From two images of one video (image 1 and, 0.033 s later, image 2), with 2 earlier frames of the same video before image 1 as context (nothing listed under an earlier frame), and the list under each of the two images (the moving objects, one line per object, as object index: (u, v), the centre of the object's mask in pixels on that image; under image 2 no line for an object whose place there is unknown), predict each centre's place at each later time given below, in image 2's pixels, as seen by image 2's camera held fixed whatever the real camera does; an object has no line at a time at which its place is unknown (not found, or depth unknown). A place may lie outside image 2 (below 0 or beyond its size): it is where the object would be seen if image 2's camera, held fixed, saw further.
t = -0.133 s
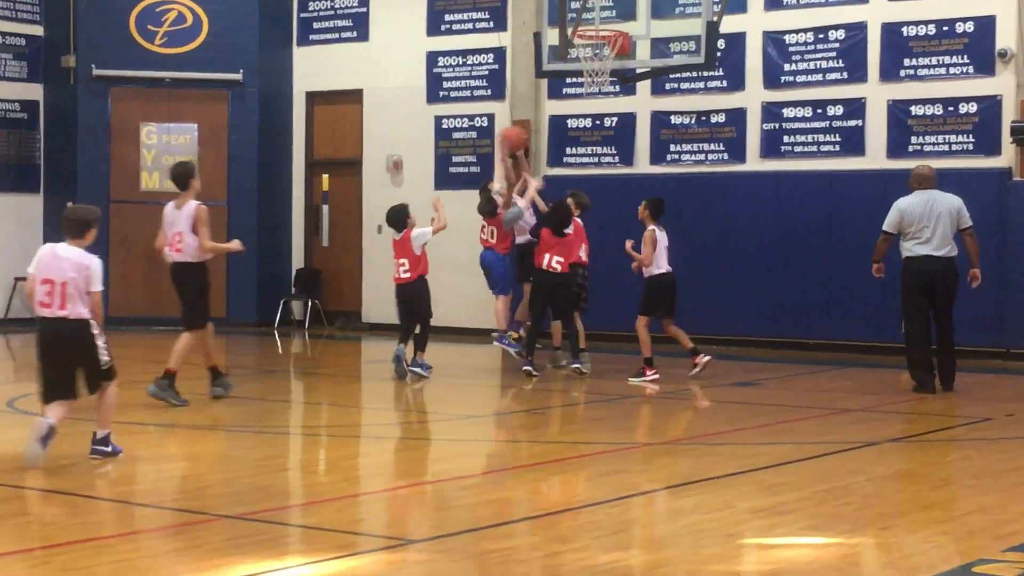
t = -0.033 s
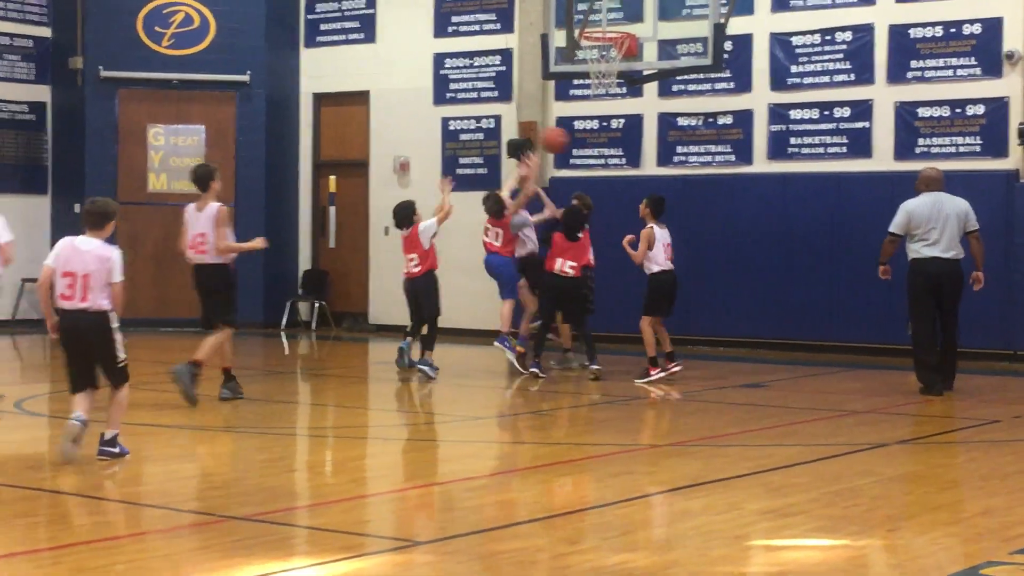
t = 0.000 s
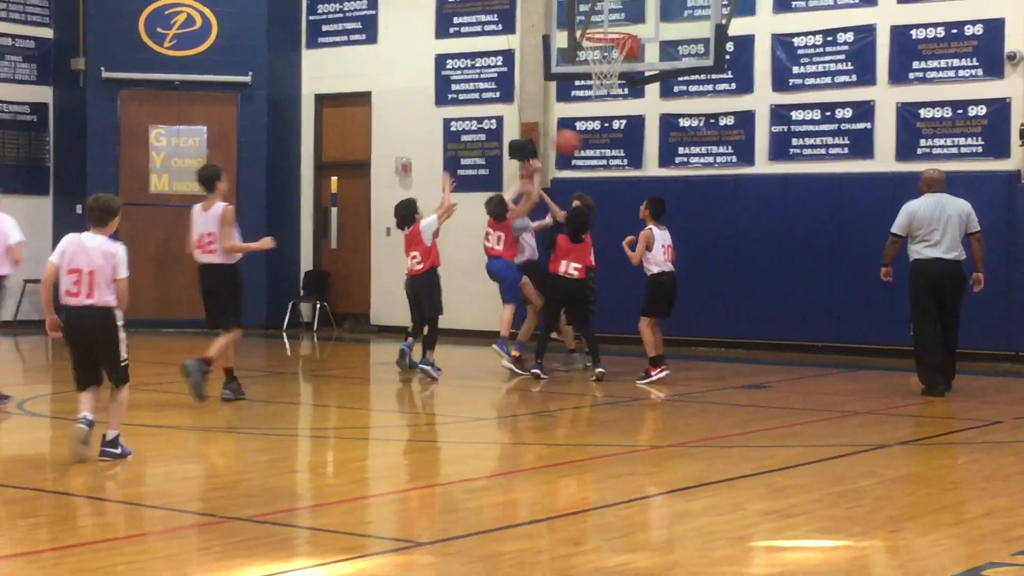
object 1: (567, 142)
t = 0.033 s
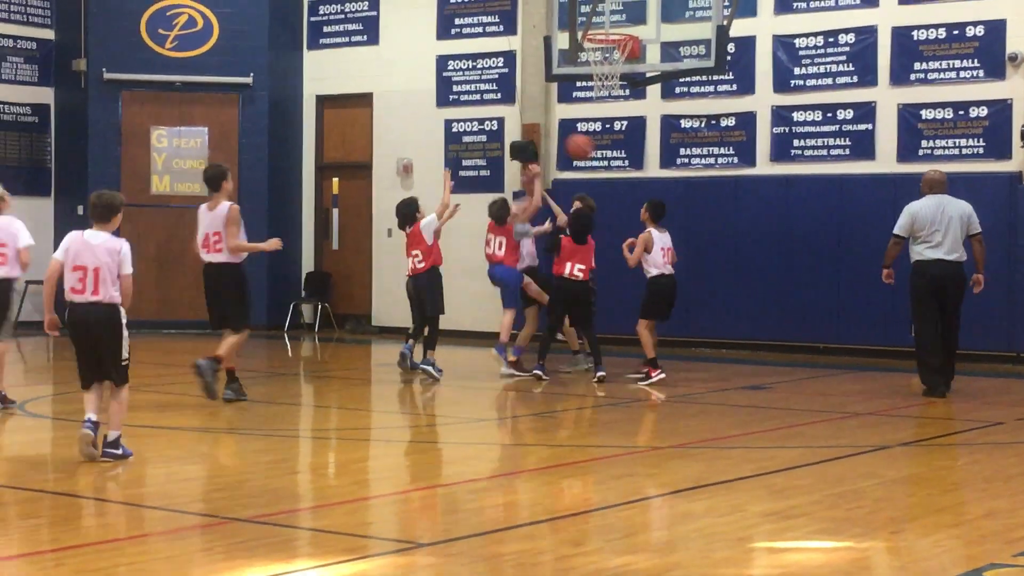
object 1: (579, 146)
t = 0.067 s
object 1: (591, 151)
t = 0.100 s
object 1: (602, 157)
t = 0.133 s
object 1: (613, 164)
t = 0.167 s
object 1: (625, 173)
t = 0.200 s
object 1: (635, 182)
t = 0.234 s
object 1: (646, 192)
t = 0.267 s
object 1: (656, 202)
